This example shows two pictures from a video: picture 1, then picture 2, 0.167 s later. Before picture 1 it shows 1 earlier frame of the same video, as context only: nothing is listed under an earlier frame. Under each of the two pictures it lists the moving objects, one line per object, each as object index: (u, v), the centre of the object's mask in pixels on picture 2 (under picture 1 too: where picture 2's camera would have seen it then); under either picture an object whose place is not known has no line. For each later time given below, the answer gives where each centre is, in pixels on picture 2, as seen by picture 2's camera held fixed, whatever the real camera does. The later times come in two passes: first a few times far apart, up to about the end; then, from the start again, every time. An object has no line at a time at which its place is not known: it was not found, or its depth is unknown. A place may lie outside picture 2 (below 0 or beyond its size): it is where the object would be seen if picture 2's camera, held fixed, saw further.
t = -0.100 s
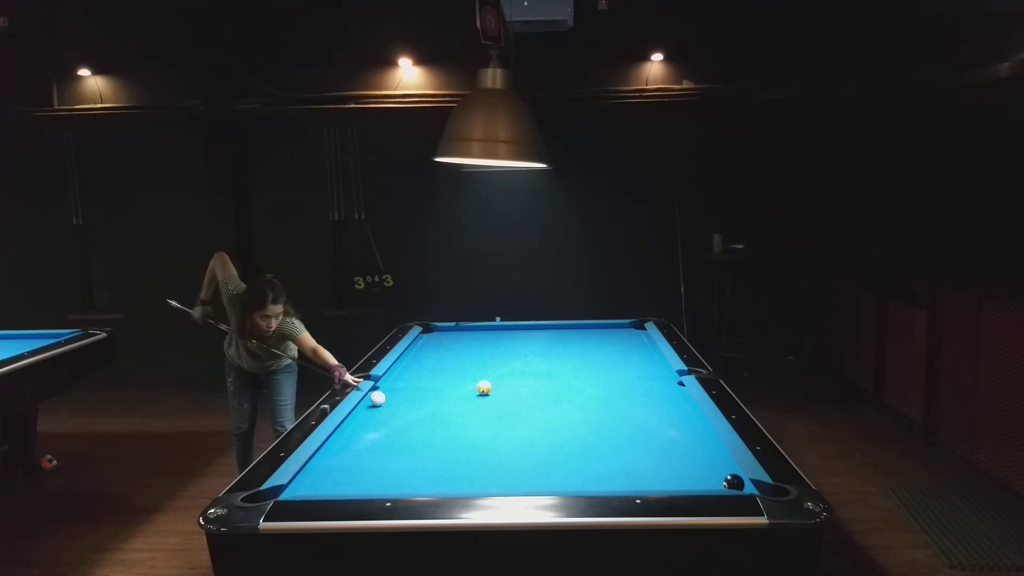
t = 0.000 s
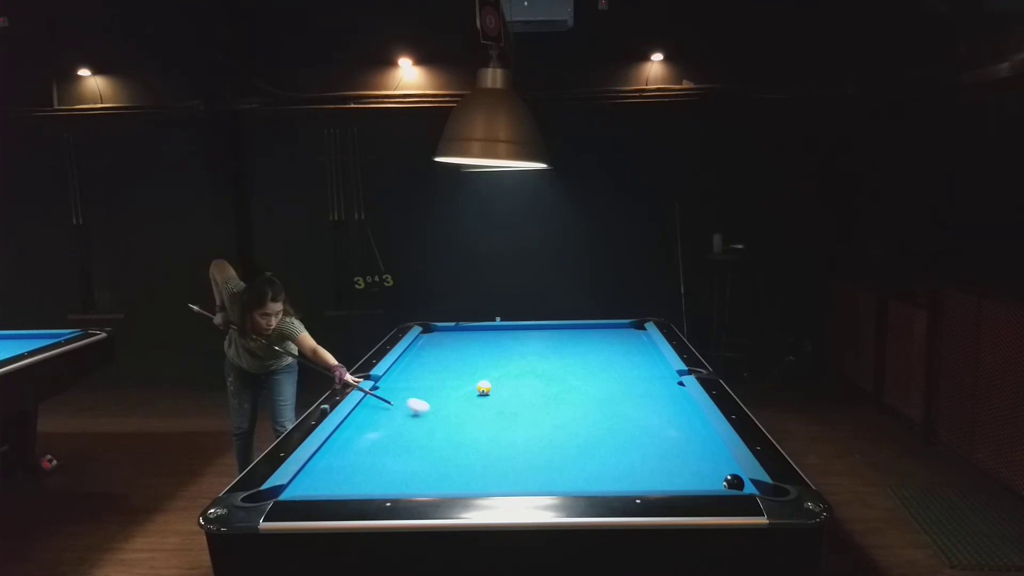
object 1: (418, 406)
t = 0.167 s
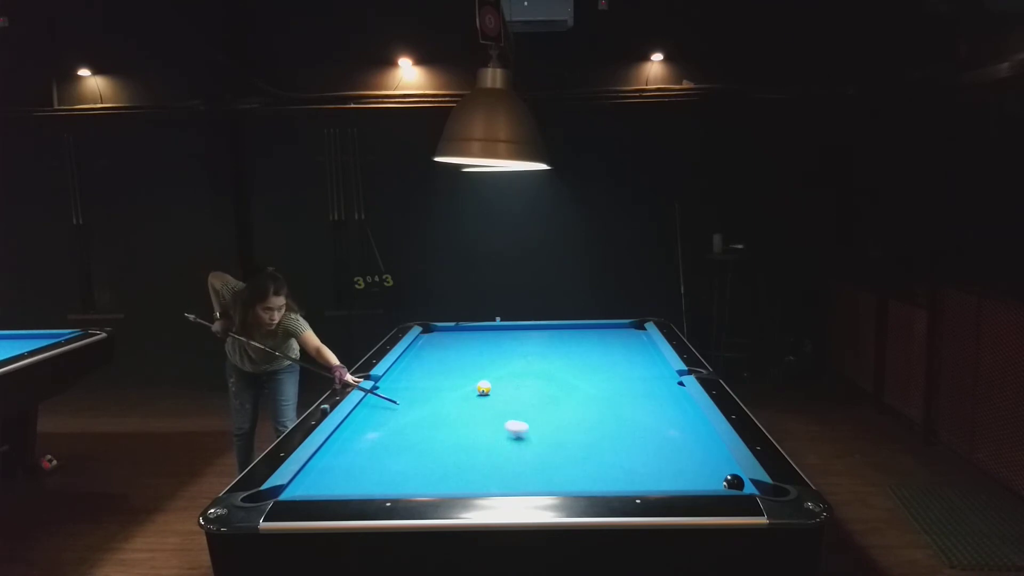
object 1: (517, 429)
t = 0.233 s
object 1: (562, 438)
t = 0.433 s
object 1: (721, 473)
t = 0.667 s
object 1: (648, 466)
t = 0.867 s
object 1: (583, 462)
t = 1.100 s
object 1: (513, 457)
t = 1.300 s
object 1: (456, 454)
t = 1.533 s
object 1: (393, 450)
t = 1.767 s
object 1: (334, 448)
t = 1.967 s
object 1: (355, 445)
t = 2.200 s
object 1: (390, 443)
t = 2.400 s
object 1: (418, 441)
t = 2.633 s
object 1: (449, 439)
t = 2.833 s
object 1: (474, 438)
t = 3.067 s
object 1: (501, 436)
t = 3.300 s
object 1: (526, 435)
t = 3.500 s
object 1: (546, 434)
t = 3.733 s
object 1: (567, 433)
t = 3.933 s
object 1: (585, 432)
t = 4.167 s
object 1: (603, 431)
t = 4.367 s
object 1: (618, 431)
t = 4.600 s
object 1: (633, 430)
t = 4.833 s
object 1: (647, 430)
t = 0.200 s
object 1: (539, 433)
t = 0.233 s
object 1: (562, 438)
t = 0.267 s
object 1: (586, 444)
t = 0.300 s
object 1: (612, 450)
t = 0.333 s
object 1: (638, 456)
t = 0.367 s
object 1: (666, 463)
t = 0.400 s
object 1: (695, 469)
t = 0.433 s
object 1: (721, 473)
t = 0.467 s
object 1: (727, 474)
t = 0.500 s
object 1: (711, 472)
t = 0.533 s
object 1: (697, 470)
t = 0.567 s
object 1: (683, 469)
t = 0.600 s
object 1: (671, 468)
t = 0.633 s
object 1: (660, 467)
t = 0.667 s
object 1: (648, 466)
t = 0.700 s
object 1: (638, 466)
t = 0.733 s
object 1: (626, 465)
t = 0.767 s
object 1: (615, 464)
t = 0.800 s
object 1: (604, 463)
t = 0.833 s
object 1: (594, 462)
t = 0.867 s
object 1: (583, 462)
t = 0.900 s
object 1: (573, 461)
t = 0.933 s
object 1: (563, 461)
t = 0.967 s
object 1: (552, 460)
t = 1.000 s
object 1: (542, 460)
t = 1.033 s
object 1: (532, 459)
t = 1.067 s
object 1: (523, 458)
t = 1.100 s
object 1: (513, 457)
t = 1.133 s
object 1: (503, 457)
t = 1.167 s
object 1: (494, 456)
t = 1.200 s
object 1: (484, 456)
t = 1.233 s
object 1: (475, 455)
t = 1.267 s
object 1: (465, 455)
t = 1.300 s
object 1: (456, 454)
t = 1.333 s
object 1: (447, 454)
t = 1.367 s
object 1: (438, 453)
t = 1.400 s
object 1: (429, 453)
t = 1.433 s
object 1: (420, 452)
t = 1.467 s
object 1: (411, 451)
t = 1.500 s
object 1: (402, 451)
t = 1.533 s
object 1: (393, 450)
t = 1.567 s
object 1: (385, 450)
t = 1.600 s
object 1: (376, 450)
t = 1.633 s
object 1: (368, 449)
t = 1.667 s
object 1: (359, 449)
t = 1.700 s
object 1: (351, 448)
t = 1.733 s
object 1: (343, 448)
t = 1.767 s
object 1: (334, 448)
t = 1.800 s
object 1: (329, 447)
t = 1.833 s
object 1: (334, 447)
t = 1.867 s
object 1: (339, 446)
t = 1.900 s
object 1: (345, 446)
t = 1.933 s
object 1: (350, 446)
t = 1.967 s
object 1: (355, 445)
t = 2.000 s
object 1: (360, 445)
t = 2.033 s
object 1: (365, 444)
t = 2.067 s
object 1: (370, 444)
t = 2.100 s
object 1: (375, 444)
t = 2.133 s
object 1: (380, 443)
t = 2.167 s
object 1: (385, 443)
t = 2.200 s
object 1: (390, 443)
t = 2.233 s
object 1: (395, 443)
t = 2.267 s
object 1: (400, 442)
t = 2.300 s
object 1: (404, 442)
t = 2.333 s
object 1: (409, 442)
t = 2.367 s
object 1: (414, 442)
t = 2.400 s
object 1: (418, 441)
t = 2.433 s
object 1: (423, 441)
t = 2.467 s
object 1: (427, 440)
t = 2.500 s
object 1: (432, 440)
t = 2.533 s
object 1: (436, 440)
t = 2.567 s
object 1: (440, 439)
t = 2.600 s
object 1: (445, 439)
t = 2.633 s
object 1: (449, 439)
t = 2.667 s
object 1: (453, 439)
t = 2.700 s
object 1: (457, 439)
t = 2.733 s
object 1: (461, 438)
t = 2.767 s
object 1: (466, 438)
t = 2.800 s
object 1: (469, 438)
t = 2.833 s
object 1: (474, 438)
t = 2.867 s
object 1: (478, 438)
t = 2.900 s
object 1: (482, 437)
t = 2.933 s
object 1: (485, 437)
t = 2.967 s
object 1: (489, 437)
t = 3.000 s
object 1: (493, 437)
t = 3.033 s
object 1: (497, 436)
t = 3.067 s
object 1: (501, 436)
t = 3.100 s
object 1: (504, 436)
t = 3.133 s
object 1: (508, 436)
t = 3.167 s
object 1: (511, 436)
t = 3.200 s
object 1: (515, 435)
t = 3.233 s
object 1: (519, 435)
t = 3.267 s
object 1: (522, 435)
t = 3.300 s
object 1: (526, 435)
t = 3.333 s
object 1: (529, 435)
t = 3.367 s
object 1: (532, 434)
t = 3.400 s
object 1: (536, 434)
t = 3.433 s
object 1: (539, 434)
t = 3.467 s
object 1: (542, 434)
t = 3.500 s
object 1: (546, 434)
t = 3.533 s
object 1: (549, 434)
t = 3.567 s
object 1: (552, 433)
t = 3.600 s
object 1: (555, 433)
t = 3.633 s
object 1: (558, 433)
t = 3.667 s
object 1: (561, 433)
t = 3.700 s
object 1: (564, 433)
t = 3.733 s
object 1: (567, 433)
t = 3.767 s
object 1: (570, 433)
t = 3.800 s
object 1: (573, 432)
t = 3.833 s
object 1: (576, 432)
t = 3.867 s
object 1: (579, 432)
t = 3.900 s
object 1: (582, 432)
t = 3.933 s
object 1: (585, 432)
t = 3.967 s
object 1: (587, 432)
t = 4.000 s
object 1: (590, 432)
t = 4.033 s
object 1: (593, 432)
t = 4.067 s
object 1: (595, 431)
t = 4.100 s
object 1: (598, 431)
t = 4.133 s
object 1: (601, 431)
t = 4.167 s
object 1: (603, 431)
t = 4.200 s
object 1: (606, 431)
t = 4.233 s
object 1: (608, 431)
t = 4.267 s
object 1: (611, 431)
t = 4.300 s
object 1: (613, 431)
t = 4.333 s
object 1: (615, 431)
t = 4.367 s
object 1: (618, 431)
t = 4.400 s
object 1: (620, 431)
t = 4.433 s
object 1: (622, 431)
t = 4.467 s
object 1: (625, 431)
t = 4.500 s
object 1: (627, 430)
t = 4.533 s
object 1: (629, 430)
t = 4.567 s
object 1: (631, 430)
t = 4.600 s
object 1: (633, 430)
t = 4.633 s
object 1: (635, 430)
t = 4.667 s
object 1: (637, 430)
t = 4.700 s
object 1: (639, 430)
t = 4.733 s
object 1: (641, 430)
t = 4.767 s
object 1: (643, 430)
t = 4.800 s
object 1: (645, 430)
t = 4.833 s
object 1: (647, 430)
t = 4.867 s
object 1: (649, 430)
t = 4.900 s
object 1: (650, 430)
